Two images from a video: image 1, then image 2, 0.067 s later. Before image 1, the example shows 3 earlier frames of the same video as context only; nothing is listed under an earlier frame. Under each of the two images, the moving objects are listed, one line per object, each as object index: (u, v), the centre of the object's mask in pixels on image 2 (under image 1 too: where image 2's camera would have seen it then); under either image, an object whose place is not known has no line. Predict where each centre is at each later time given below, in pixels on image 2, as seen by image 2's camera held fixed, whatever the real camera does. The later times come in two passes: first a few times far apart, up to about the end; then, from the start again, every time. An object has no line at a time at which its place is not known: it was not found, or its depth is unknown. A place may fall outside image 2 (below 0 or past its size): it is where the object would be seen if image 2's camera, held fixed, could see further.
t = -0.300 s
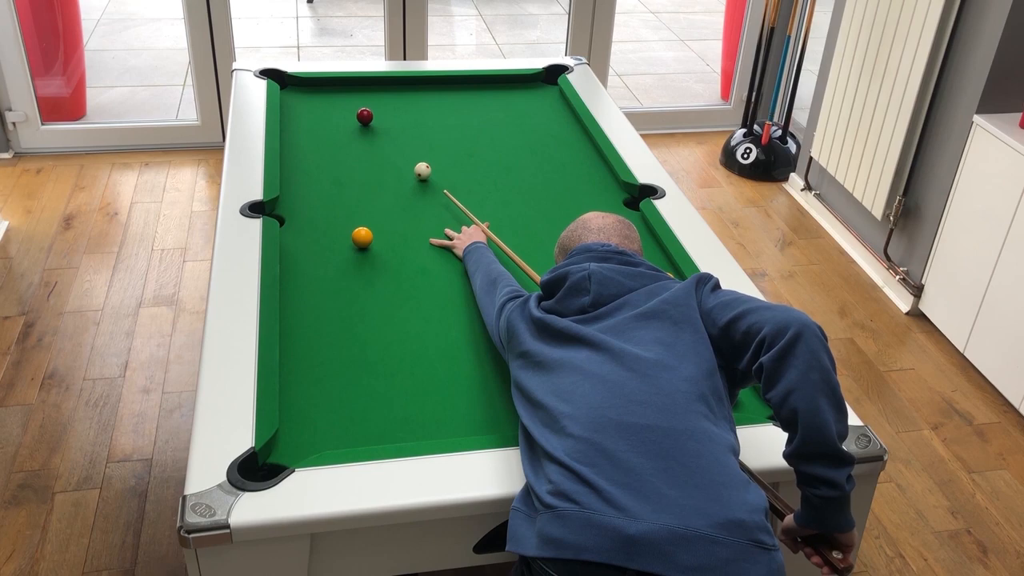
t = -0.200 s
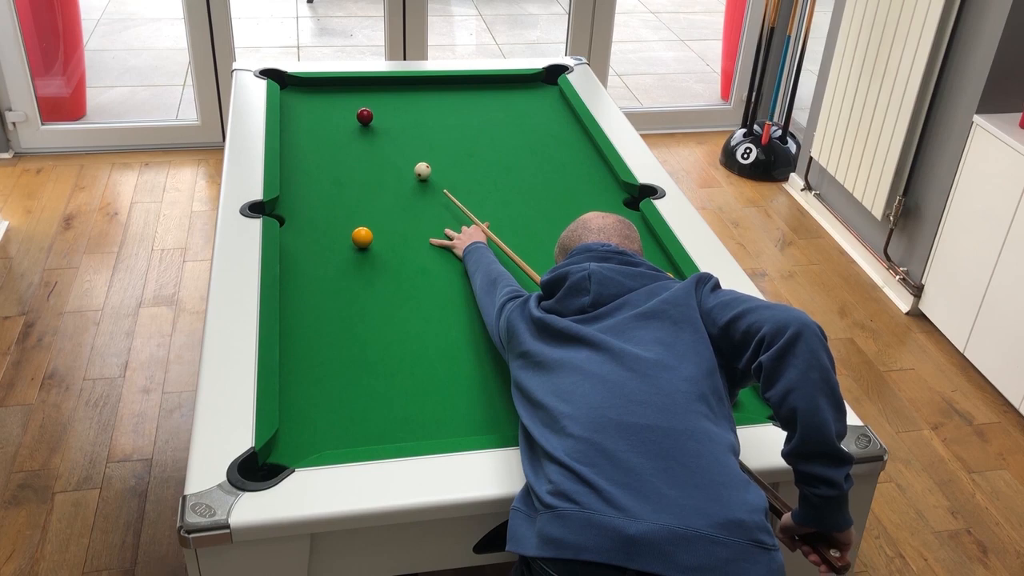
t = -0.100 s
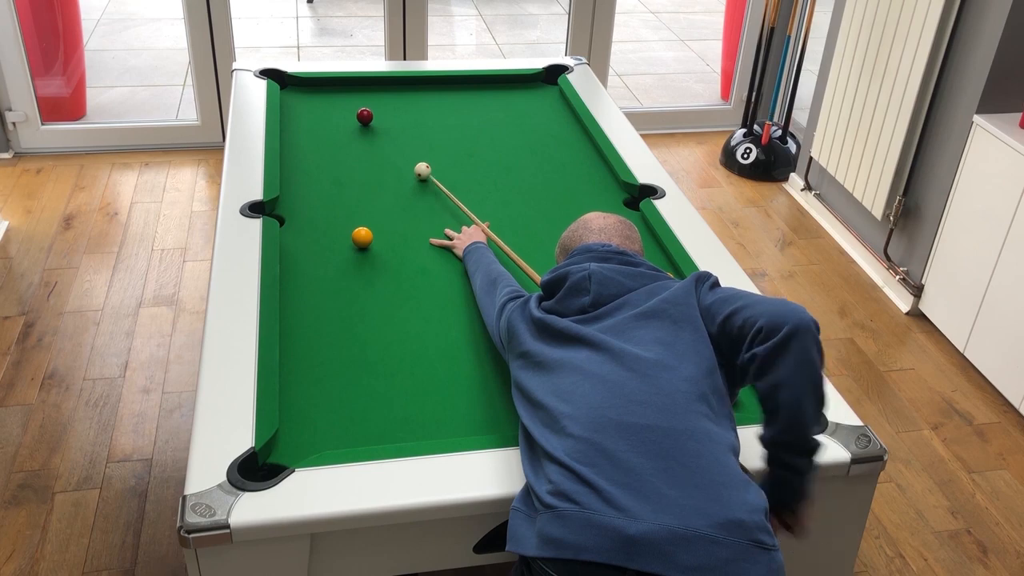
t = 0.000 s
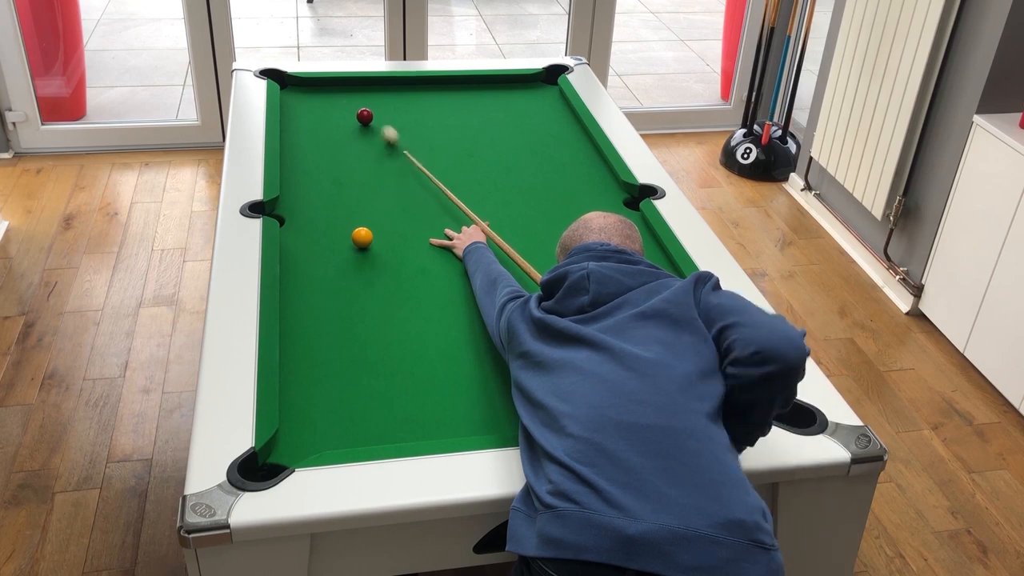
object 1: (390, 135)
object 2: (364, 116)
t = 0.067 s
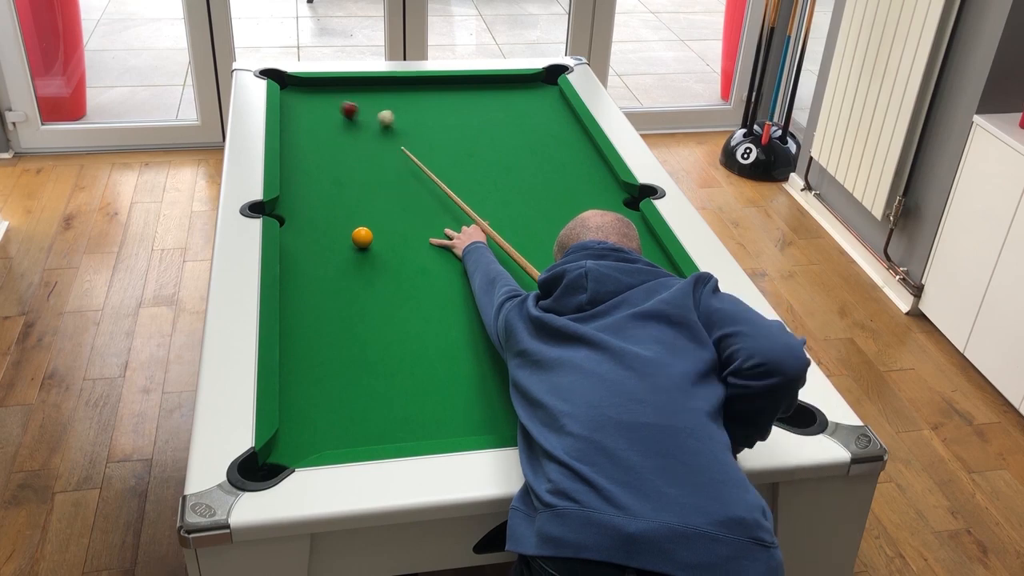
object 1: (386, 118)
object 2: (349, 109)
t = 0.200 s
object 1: (420, 104)
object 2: (287, 85)
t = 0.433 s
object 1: (456, 84)
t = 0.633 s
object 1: (489, 99)
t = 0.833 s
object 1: (523, 114)
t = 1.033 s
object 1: (558, 129)
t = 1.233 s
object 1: (584, 144)
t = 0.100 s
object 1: (396, 115)
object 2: (332, 103)
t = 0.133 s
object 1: (404, 111)
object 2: (316, 96)
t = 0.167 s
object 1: (413, 107)
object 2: (301, 91)
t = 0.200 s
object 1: (420, 104)
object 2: (287, 85)
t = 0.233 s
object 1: (426, 100)
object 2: (278, 79)
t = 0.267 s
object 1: (432, 96)
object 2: (268, 75)
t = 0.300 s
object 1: (437, 91)
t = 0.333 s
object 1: (442, 88)
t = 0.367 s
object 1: (446, 84)
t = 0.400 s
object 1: (451, 81)
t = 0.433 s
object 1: (456, 84)
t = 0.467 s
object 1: (462, 86)
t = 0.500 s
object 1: (467, 90)
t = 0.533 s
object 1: (473, 92)
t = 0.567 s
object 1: (478, 94)
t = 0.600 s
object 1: (484, 97)
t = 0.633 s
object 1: (489, 99)
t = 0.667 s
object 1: (495, 101)
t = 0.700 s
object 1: (500, 104)
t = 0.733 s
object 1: (506, 106)
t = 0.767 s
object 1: (511, 109)
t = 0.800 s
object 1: (517, 111)
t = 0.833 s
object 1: (523, 114)
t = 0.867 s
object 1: (529, 116)
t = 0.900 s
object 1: (534, 118)
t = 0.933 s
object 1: (540, 121)
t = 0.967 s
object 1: (546, 124)
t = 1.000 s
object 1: (552, 126)
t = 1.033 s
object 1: (558, 129)
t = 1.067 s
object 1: (563, 131)
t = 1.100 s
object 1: (569, 134)
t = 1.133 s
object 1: (576, 136)
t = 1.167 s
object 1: (582, 139)
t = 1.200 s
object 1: (586, 142)
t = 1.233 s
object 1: (584, 144)
